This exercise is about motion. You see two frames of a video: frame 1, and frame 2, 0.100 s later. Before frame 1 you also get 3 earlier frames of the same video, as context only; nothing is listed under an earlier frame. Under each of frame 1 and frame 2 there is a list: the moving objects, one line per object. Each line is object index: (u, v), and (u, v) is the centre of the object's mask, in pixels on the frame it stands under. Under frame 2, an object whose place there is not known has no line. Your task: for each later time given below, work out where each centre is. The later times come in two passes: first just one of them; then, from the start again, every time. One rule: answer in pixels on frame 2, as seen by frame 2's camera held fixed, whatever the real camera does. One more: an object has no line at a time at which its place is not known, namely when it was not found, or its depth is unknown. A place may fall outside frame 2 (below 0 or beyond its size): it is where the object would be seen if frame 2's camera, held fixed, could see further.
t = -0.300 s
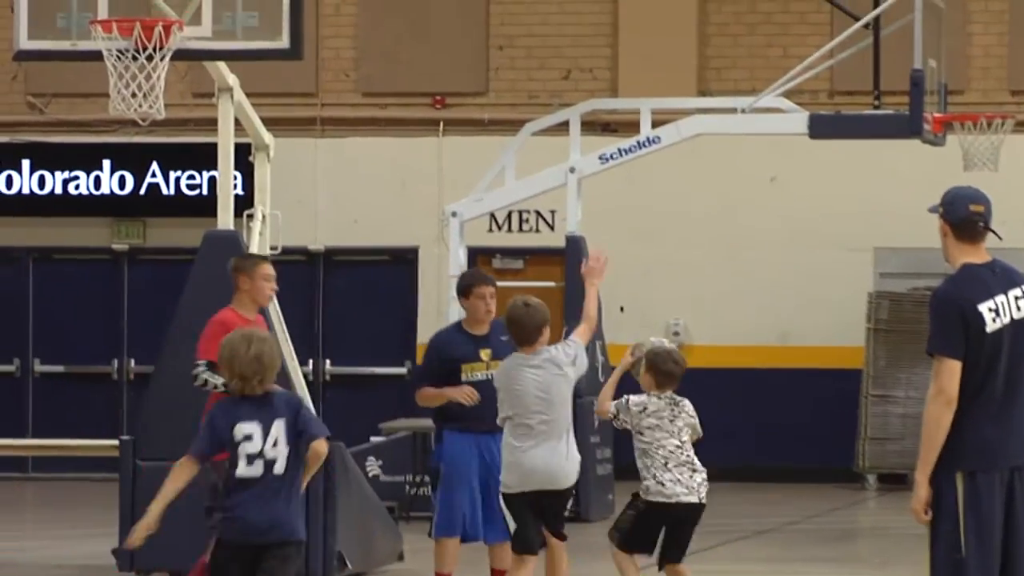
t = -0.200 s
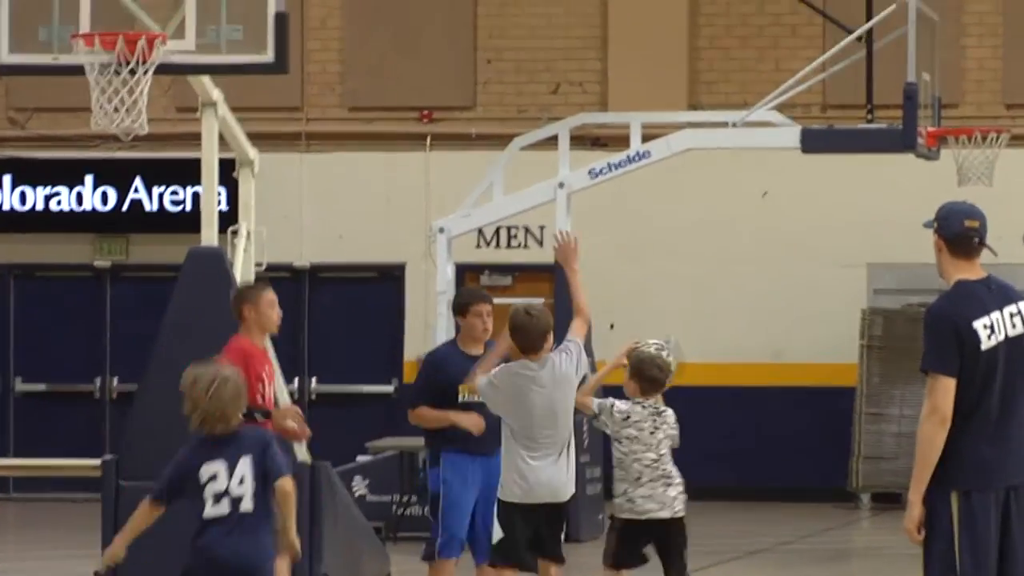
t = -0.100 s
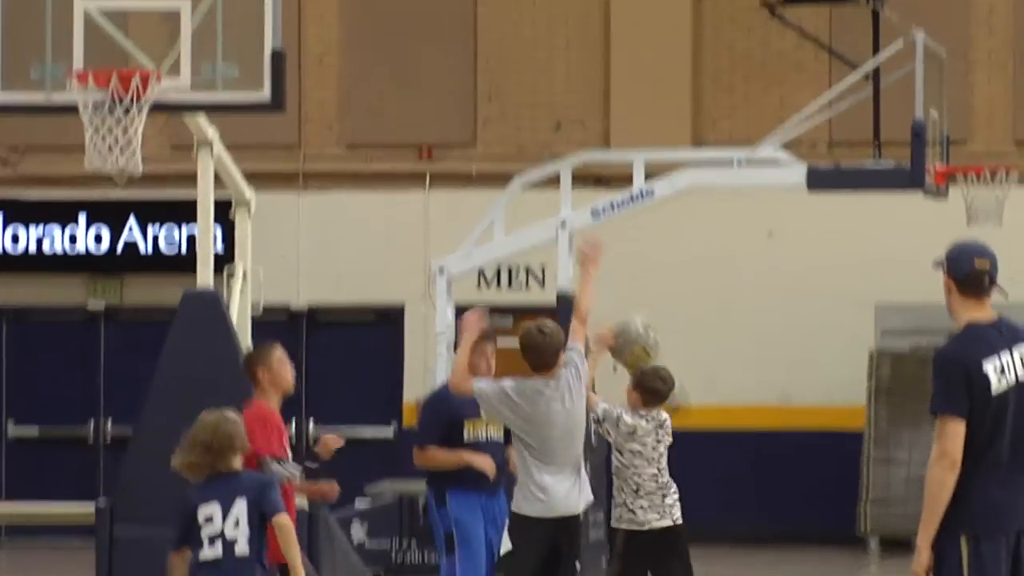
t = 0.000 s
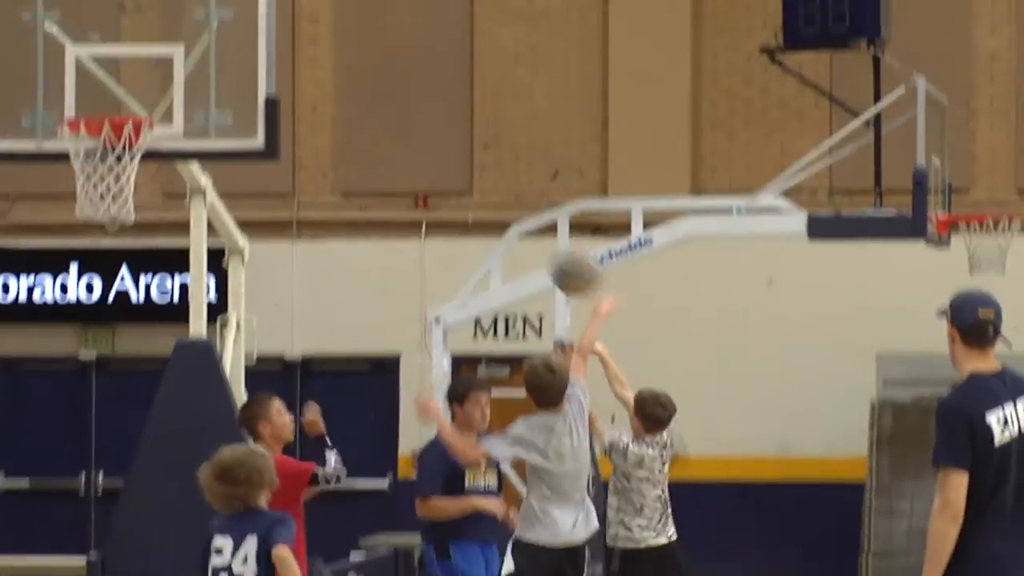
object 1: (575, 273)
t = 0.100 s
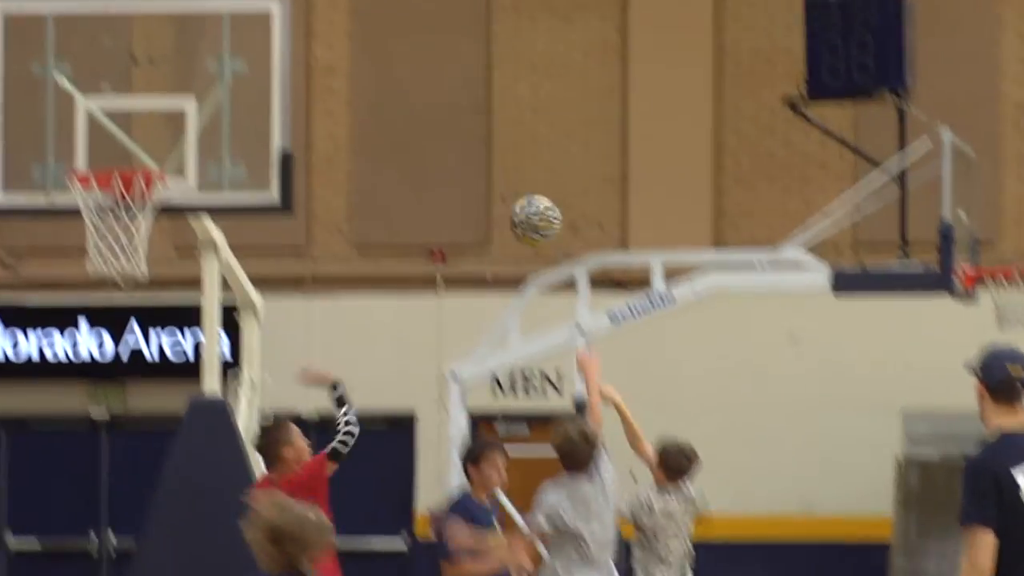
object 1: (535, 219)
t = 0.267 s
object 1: (437, 101)
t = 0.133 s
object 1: (516, 191)
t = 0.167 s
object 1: (496, 165)
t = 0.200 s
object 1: (476, 142)
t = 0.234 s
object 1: (457, 120)
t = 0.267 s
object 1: (437, 101)
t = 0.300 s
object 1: (418, 86)
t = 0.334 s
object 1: (400, 73)
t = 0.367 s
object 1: (380, 63)
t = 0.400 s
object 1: (361, 56)
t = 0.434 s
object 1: (341, 51)
